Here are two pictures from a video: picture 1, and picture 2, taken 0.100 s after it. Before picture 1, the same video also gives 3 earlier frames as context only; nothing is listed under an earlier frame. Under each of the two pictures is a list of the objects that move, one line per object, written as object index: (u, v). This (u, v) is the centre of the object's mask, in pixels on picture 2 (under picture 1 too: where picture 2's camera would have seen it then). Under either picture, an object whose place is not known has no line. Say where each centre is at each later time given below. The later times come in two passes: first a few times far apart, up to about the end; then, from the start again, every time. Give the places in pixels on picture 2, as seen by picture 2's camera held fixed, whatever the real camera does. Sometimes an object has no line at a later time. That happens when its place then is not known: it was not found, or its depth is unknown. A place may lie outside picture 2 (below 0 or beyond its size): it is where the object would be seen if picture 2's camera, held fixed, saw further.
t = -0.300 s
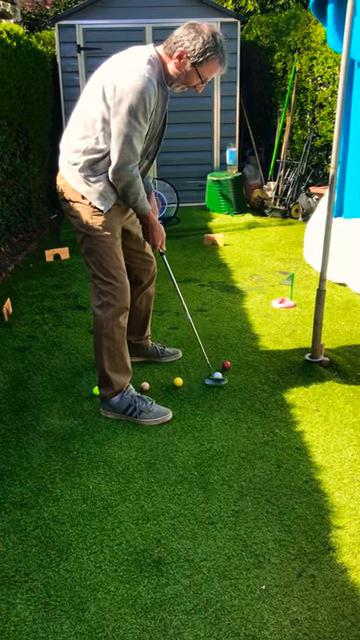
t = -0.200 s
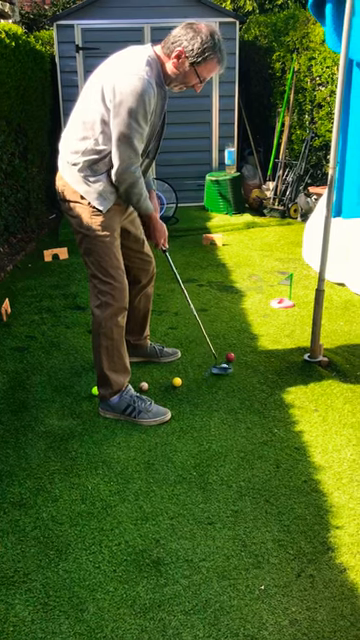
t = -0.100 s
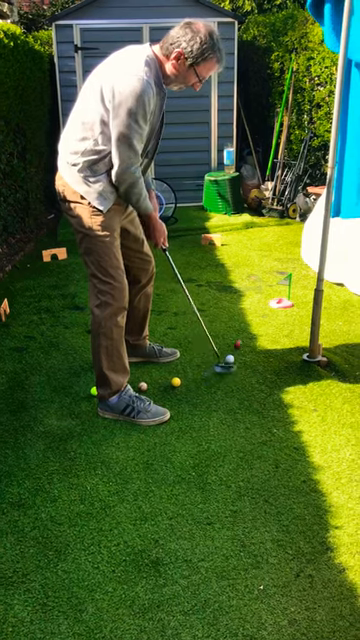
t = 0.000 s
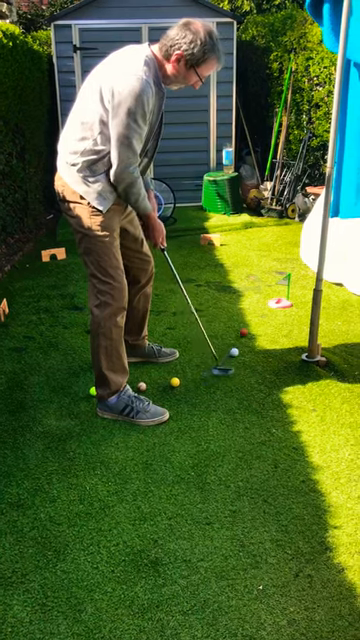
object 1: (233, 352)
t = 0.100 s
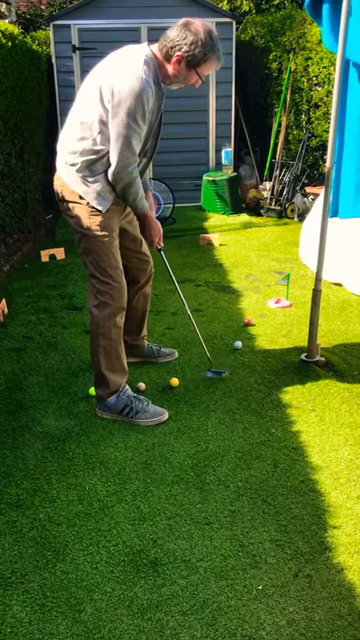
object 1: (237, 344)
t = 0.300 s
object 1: (244, 333)
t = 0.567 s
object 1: (251, 321)
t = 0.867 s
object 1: (257, 314)
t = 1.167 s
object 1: (266, 310)
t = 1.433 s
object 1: (268, 309)
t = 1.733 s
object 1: (269, 308)
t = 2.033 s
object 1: (268, 309)
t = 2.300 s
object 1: (269, 308)
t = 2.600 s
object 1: (268, 308)
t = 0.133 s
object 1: (239, 343)
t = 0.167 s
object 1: (239, 340)
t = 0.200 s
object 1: (240, 338)
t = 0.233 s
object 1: (241, 336)
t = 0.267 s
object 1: (243, 334)
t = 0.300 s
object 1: (244, 333)
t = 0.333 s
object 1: (245, 331)
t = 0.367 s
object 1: (246, 329)
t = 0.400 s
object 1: (246, 327)
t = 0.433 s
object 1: (248, 326)
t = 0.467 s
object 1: (248, 324)
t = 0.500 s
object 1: (249, 323)
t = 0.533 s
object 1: (250, 322)
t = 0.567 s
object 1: (251, 321)
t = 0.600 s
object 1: (252, 320)
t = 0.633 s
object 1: (252, 320)
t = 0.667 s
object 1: (253, 318)
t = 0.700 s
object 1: (254, 317)
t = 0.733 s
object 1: (255, 316)
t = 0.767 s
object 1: (256, 316)
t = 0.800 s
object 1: (256, 314)
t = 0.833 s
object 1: (257, 314)
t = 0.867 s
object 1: (257, 314)
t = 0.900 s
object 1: (259, 313)
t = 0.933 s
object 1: (259, 312)
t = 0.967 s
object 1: (263, 311)
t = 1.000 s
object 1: (264, 311)
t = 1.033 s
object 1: (264, 311)
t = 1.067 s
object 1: (264, 311)
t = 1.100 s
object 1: (265, 310)
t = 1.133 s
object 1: (265, 310)
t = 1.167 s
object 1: (266, 310)
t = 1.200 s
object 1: (266, 310)
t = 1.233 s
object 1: (267, 310)
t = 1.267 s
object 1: (267, 310)
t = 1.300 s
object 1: (267, 309)
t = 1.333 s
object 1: (268, 309)
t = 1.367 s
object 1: (268, 309)
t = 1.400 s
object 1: (268, 309)
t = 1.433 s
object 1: (268, 309)
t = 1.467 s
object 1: (268, 309)
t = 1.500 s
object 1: (268, 309)
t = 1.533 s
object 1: (268, 309)
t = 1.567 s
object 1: (269, 309)
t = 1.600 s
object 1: (268, 309)
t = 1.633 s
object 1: (268, 309)
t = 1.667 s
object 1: (268, 309)
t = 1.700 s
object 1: (269, 308)
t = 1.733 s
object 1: (269, 308)
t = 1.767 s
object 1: (269, 308)
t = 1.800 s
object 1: (269, 308)
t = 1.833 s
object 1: (268, 309)
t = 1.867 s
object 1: (268, 308)
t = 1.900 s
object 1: (268, 308)
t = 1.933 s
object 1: (268, 308)
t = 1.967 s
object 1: (268, 309)
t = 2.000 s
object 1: (268, 309)
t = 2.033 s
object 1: (268, 309)
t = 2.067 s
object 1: (268, 309)
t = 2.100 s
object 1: (268, 308)
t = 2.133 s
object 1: (268, 309)
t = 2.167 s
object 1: (269, 309)
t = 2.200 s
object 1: (269, 308)
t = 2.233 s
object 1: (268, 309)
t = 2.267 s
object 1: (268, 309)
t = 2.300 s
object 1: (269, 308)
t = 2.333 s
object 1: (269, 308)
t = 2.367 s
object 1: (268, 309)
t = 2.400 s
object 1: (268, 309)
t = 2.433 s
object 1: (268, 309)
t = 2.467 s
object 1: (268, 309)
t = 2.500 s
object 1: (268, 308)
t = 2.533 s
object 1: (267, 308)
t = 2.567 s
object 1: (268, 308)
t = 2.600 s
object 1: (268, 308)
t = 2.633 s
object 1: (269, 308)
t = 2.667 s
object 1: (269, 307)
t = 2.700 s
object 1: (269, 307)
